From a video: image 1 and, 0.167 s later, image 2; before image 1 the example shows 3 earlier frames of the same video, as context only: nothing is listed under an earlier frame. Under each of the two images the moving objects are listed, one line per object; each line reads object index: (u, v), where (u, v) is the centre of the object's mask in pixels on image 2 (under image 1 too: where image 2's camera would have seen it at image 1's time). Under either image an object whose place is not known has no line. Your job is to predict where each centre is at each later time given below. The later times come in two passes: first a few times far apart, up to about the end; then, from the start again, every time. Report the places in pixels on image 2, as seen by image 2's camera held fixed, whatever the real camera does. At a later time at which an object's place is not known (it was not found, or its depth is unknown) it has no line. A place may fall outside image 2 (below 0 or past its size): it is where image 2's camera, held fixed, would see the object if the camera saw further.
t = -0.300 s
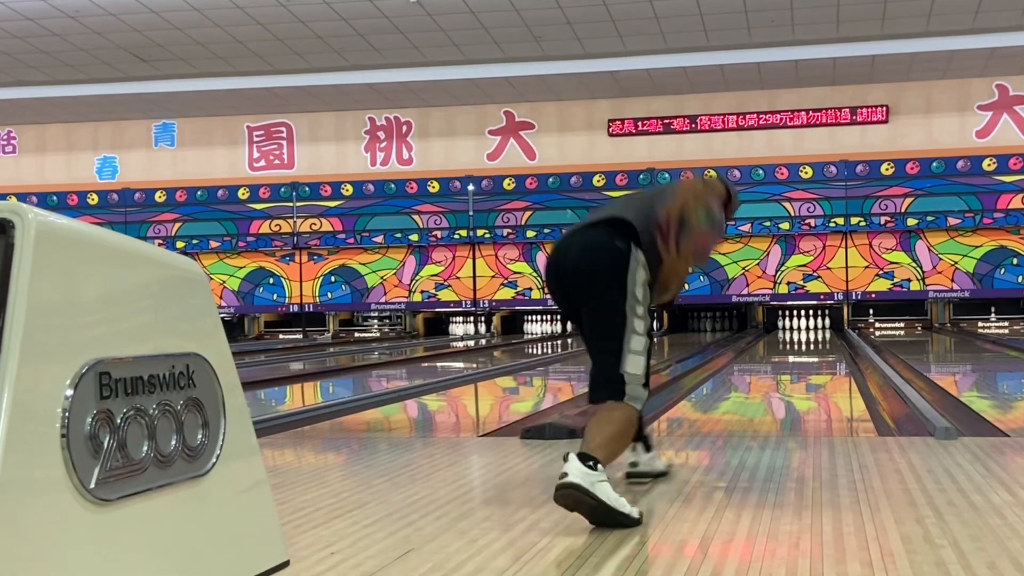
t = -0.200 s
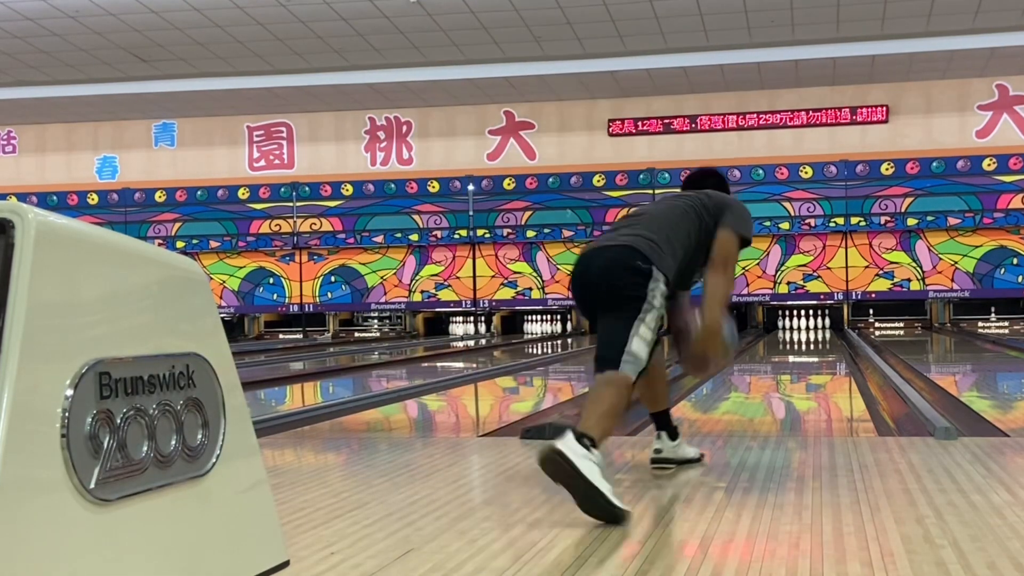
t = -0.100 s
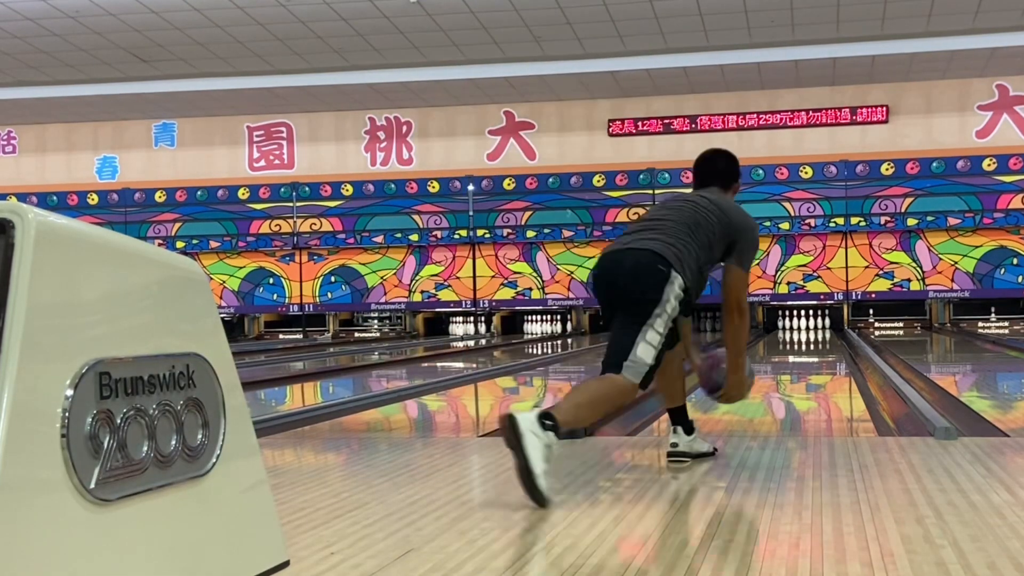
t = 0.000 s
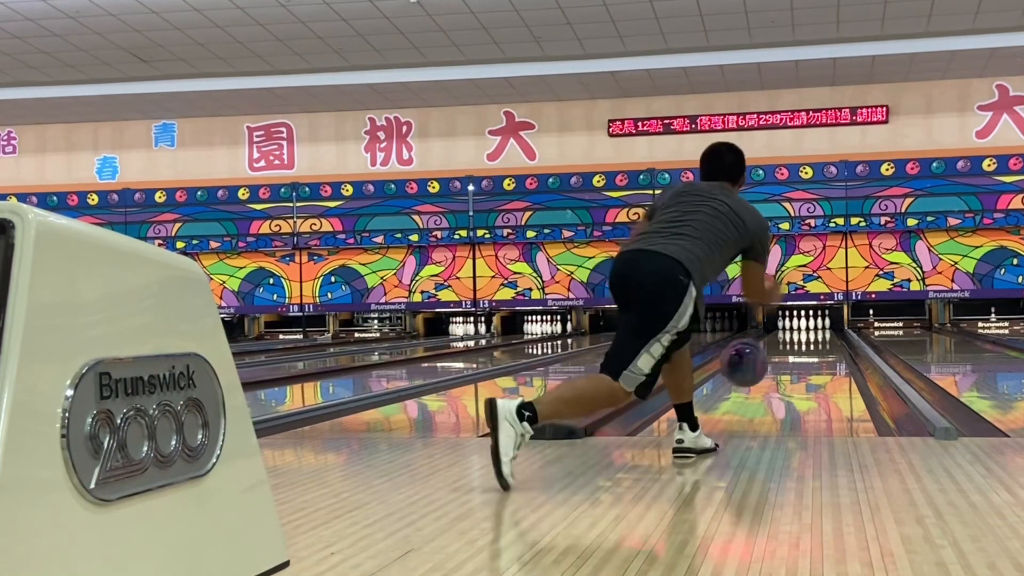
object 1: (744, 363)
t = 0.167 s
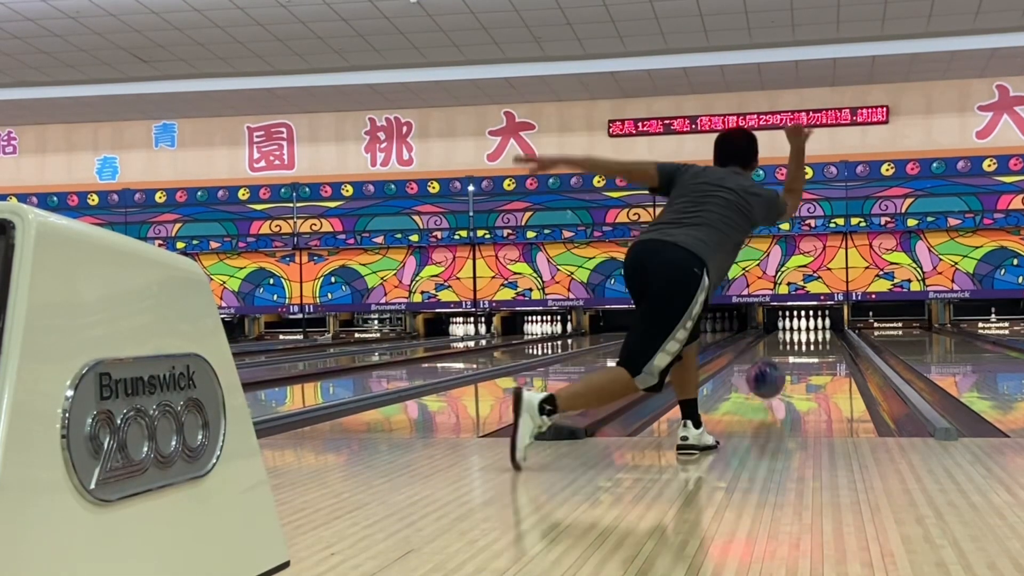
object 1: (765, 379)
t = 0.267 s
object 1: (775, 378)
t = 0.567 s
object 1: (793, 362)
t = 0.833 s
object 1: (804, 351)
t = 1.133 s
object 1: (809, 343)
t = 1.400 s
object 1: (813, 338)
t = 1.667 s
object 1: (815, 334)
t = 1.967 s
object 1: (813, 330)
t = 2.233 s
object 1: (806, 327)
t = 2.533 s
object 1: (799, 325)
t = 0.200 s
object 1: (769, 385)
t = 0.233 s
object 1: (772, 381)
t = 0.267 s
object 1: (775, 378)
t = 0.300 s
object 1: (777, 377)
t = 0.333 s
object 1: (780, 374)
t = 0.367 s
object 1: (782, 372)
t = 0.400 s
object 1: (784, 370)
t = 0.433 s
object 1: (786, 369)
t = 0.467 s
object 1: (789, 367)
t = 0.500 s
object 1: (790, 364)
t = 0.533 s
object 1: (791, 364)
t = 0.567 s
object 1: (793, 362)
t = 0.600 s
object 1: (795, 360)
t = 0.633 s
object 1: (796, 359)
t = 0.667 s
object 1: (797, 357)
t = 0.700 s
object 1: (798, 356)
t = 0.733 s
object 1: (798, 355)
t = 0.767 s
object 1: (800, 354)
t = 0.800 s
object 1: (801, 352)
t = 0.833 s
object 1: (804, 351)
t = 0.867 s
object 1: (803, 350)
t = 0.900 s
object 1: (805, 349)
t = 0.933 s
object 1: (804, 348)
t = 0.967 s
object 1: (806, 347)
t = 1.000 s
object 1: (807, 346)
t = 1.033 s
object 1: (807, 345)
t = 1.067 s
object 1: (808, 344)
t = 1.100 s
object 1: (808, 344)
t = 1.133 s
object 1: (809, 343)
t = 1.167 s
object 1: (810, 343)
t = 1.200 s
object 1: (810, 342)
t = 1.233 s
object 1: (811, 341)
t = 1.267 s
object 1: (811, 340)
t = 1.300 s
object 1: (812, 340)
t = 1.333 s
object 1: (813, 340)
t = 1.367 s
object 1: (813, 338)
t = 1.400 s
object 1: (813, 338)
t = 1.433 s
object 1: (814, 338)
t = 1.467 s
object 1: (814, 337)
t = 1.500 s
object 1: (814, 336)
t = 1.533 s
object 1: (814, 336)
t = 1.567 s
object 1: (815, 335)
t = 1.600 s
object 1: (815, 335)
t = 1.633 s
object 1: (816, 335)
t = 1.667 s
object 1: (815, 334)
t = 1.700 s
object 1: (815, 333)
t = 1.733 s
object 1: (815, 333)
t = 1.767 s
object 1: (815, 332)
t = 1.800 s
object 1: (815, 332)
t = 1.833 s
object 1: (815, 331)
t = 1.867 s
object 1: (814, 331)
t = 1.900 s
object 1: (814, 331)
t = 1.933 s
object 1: (813, 330)
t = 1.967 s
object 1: (813, 330)
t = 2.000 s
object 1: (813, 330)
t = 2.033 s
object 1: (813, 329)
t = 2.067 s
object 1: (811, 327)
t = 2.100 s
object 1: (811, 328)
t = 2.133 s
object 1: (809, 328)
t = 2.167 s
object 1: (808, 328)
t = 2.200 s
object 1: (807, 327)
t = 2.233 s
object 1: (806, 327)
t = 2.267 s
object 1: (805, 327)
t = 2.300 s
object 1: (804, 327)
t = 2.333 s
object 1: (805, 326)
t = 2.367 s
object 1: (803, 327)
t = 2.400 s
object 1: (803, 326)
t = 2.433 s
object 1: (801, 326)
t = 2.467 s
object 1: (800, 325)
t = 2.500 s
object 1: (800, 326)
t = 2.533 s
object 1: (799, 325)
